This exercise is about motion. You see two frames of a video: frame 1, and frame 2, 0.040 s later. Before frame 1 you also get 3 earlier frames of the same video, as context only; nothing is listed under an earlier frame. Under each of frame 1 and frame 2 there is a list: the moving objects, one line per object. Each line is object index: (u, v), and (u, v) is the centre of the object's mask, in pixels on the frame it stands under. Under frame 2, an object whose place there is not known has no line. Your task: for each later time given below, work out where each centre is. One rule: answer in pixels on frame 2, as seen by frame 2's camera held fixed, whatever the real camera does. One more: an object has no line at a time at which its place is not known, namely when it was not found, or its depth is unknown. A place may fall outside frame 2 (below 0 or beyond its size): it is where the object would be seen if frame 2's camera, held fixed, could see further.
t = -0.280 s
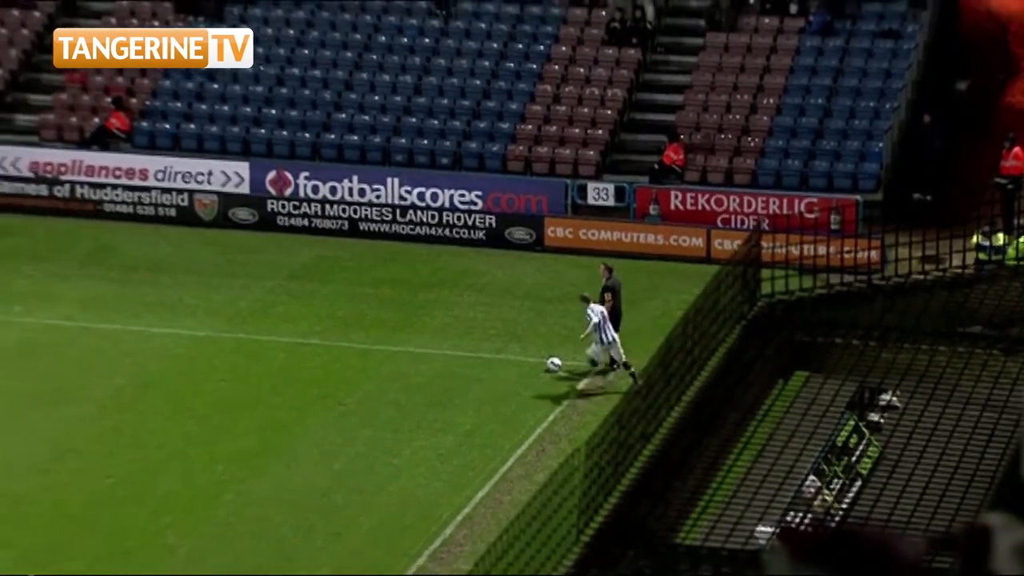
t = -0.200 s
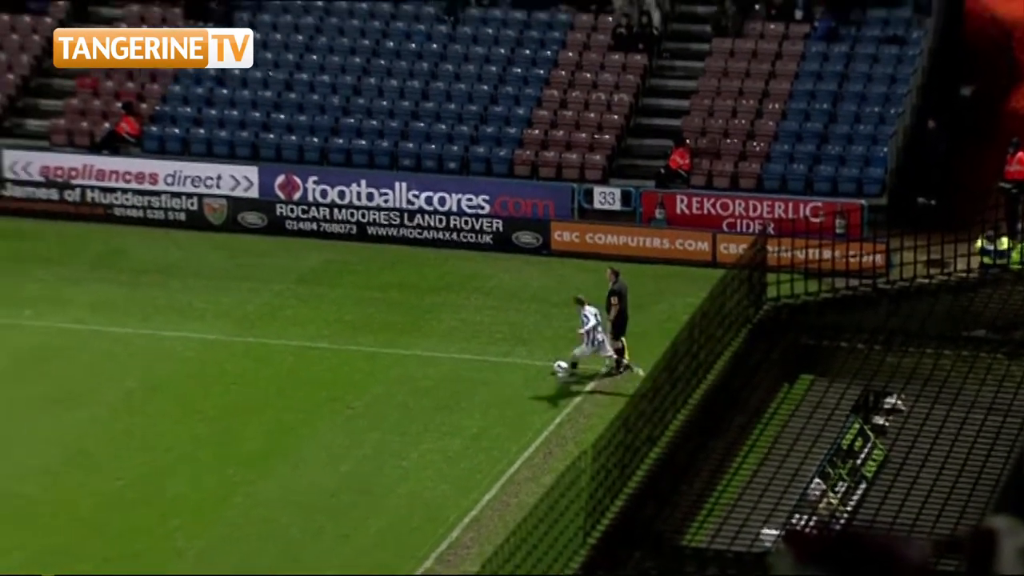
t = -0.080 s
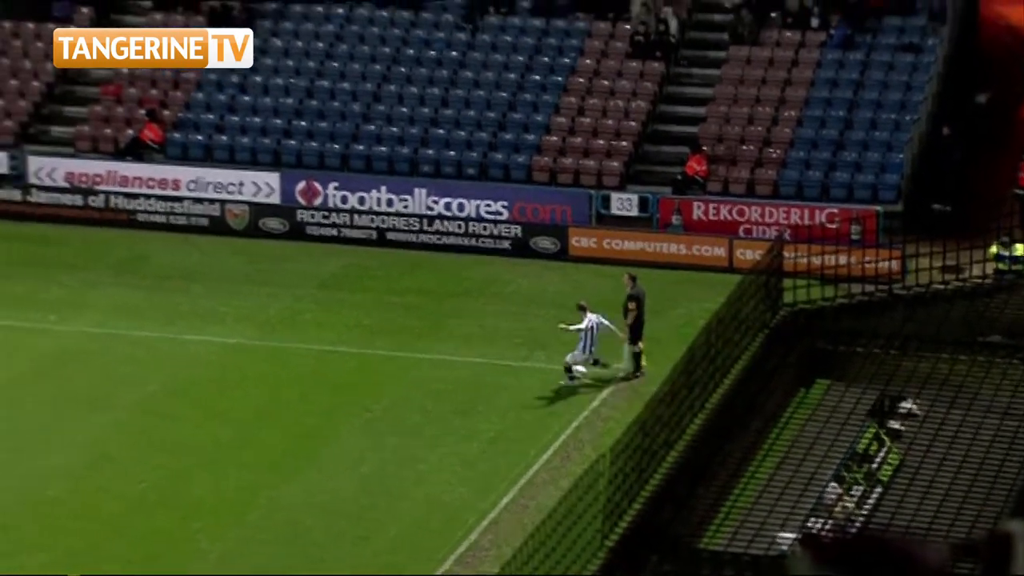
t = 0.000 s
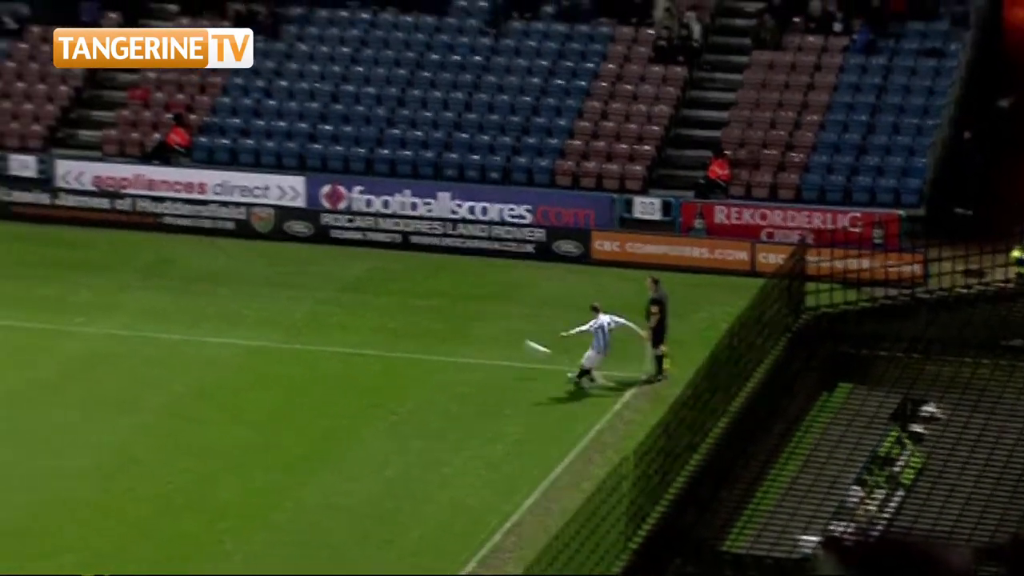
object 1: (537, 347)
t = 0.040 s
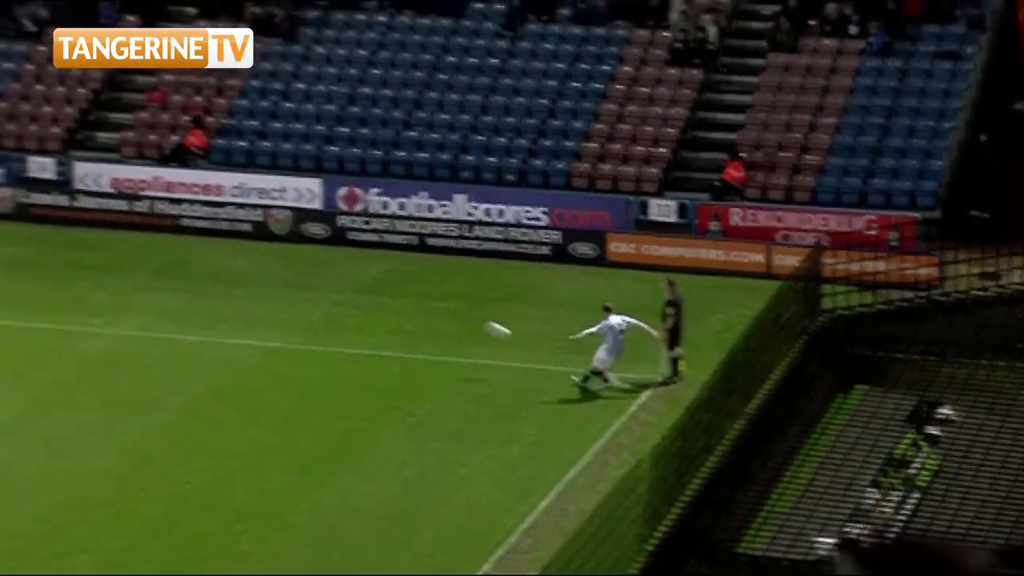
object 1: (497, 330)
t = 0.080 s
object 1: (444, 309)
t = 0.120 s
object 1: (392, 290)
